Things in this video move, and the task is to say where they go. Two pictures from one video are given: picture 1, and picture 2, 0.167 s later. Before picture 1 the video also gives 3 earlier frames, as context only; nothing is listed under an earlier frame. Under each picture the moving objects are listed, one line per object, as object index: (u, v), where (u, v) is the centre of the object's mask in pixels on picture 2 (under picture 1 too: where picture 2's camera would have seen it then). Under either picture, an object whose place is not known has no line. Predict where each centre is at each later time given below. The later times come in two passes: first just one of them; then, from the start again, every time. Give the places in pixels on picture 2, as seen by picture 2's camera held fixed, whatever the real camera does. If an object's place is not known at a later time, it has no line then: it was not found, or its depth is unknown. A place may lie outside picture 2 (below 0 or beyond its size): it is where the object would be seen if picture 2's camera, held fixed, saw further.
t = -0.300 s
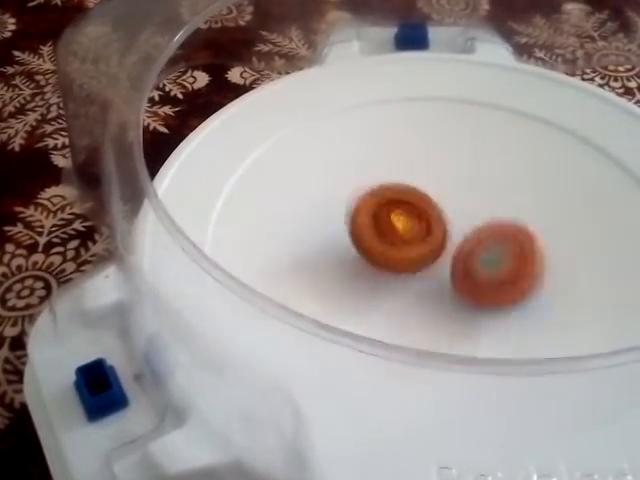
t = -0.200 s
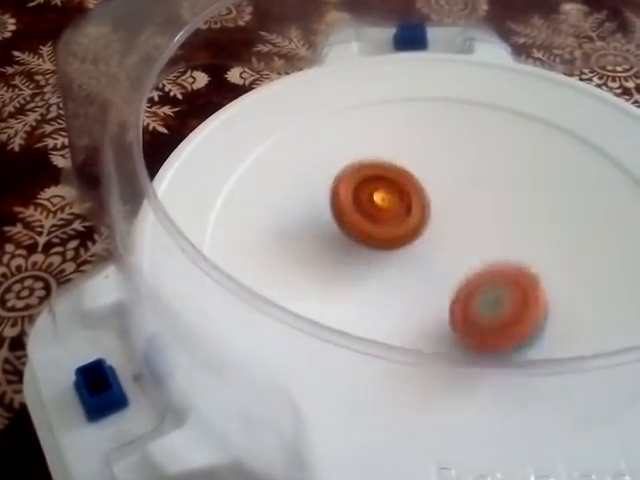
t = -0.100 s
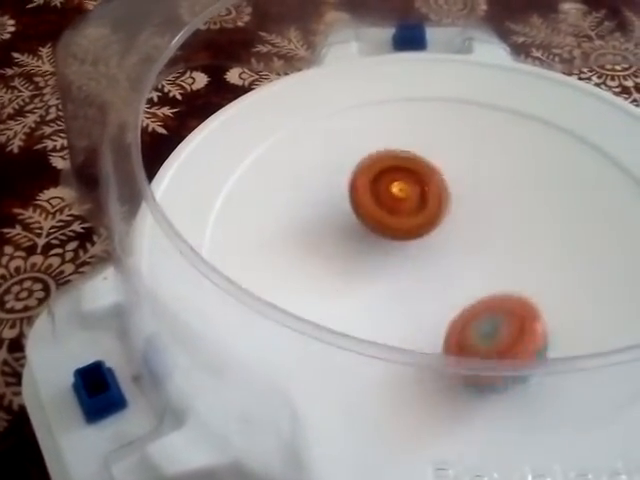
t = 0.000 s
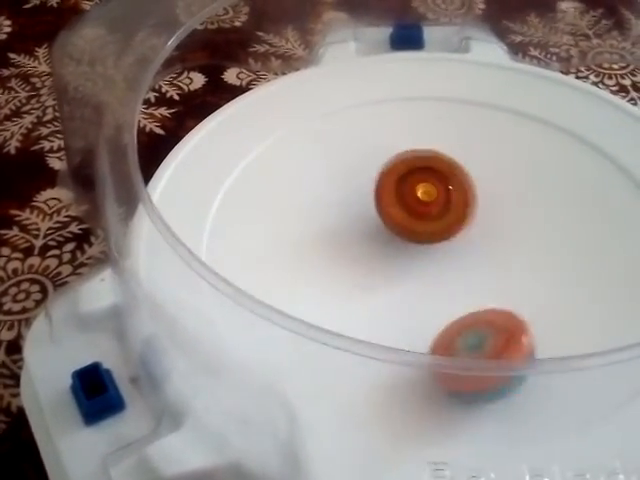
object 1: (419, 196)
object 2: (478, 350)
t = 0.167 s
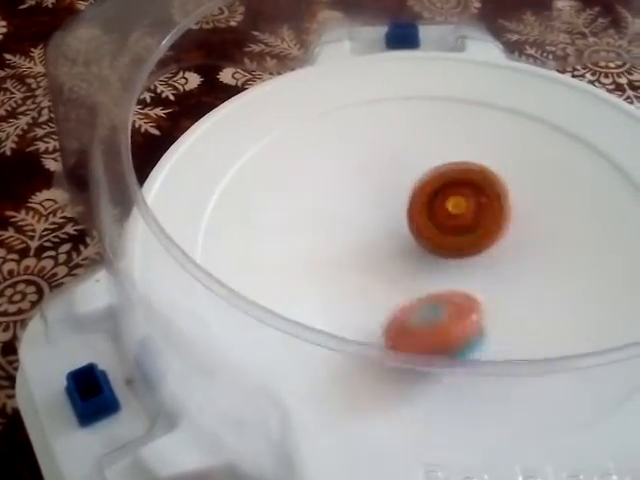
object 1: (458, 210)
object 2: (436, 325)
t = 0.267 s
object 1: (470, 224)
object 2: (405, 291)
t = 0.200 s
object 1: (463, 215)
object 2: (424, 316)
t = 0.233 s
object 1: (467, 219)
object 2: (415, 302)
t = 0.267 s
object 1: (470, 224)
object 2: (405, 291)
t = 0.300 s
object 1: (474, 227)
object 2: (396, 282)
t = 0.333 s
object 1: (479, 231)
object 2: (381, 271)
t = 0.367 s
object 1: (483, 232)
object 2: (365, 261)
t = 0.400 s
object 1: (485, 237)
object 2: (352, 251)
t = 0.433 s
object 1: (484, 241)
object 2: (342, 240)
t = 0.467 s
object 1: (483, 245)
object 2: (334, 229)
